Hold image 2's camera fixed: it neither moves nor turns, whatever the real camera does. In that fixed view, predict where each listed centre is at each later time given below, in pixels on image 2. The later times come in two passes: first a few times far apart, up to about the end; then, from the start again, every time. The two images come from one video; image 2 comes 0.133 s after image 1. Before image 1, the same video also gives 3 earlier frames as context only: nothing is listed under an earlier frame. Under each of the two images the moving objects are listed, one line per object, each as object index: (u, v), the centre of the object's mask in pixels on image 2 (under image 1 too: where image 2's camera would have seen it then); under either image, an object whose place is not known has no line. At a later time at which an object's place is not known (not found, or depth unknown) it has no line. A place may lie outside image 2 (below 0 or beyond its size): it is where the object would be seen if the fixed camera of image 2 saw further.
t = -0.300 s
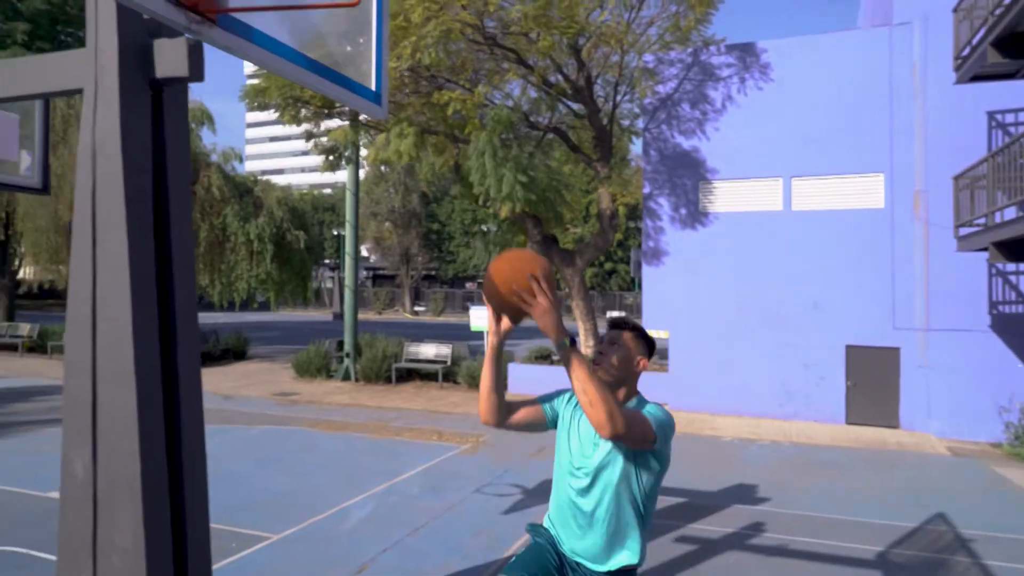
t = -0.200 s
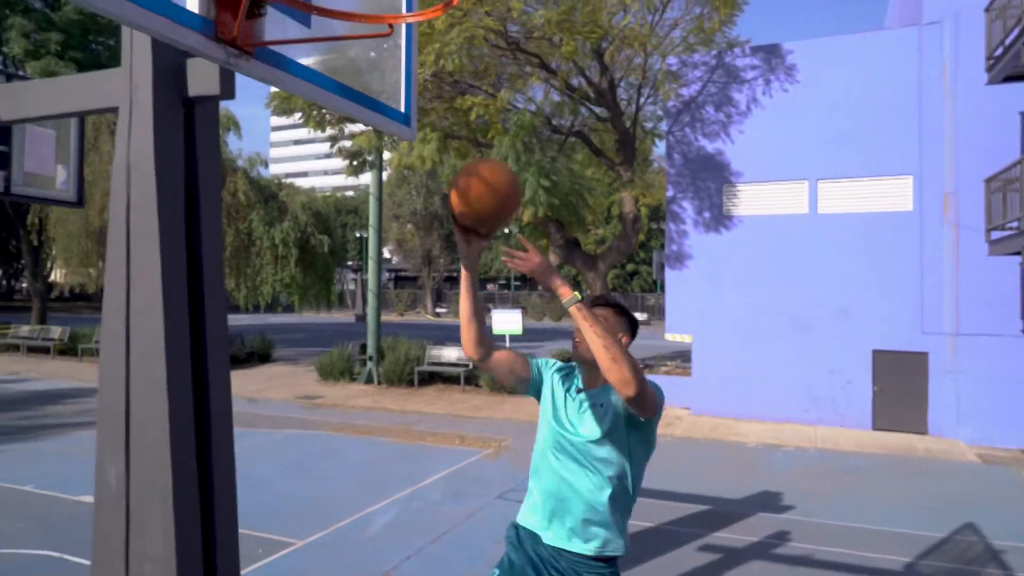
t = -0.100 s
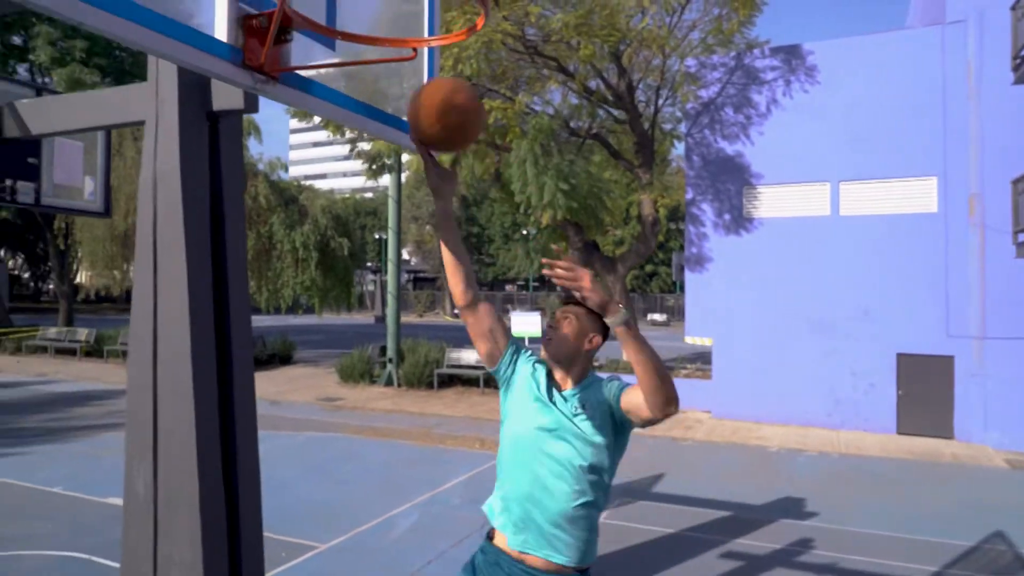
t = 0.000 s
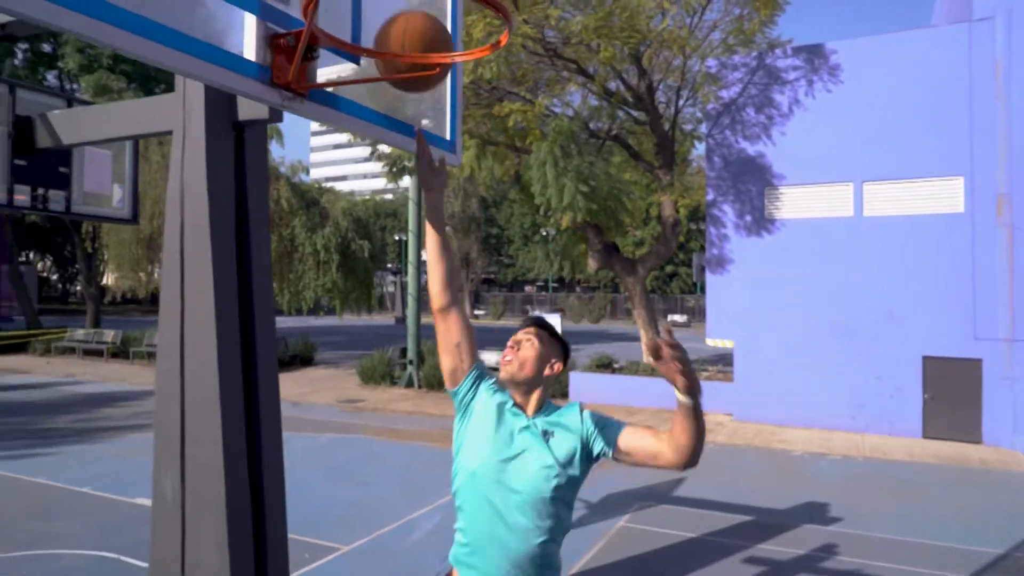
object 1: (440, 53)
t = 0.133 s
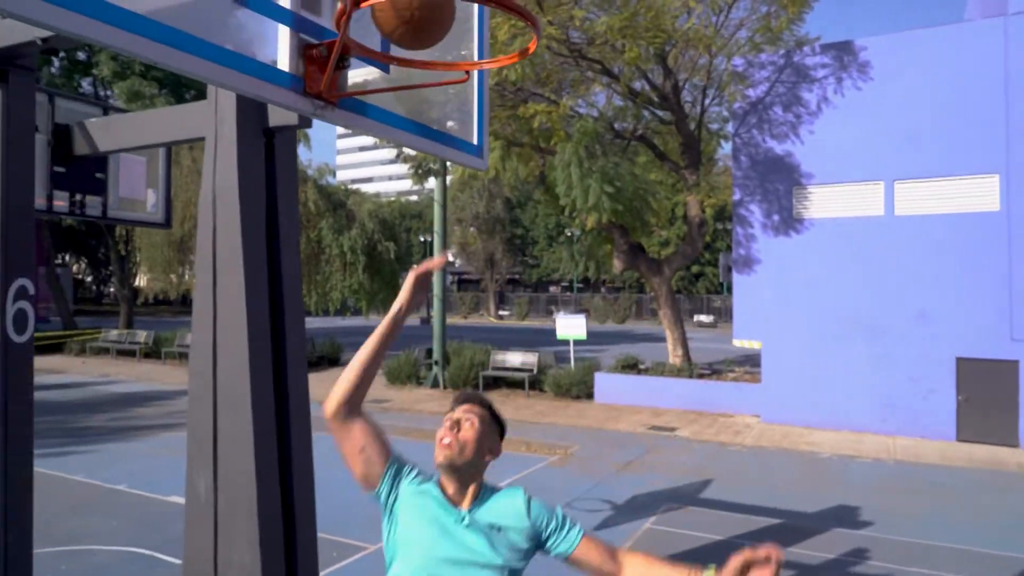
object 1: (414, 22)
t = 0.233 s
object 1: (414, 21)
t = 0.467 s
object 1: (399, 34)
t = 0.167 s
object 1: (415, 20)
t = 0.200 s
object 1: (414, 20)
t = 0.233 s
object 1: (414, 21)
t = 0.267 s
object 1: (413, 25)
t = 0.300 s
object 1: (411, 24)
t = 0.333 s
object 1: (408, 23)
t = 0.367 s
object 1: (404, 24)
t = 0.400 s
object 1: (401, 27)
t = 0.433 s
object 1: (396, 32)
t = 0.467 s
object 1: (399, 34)
